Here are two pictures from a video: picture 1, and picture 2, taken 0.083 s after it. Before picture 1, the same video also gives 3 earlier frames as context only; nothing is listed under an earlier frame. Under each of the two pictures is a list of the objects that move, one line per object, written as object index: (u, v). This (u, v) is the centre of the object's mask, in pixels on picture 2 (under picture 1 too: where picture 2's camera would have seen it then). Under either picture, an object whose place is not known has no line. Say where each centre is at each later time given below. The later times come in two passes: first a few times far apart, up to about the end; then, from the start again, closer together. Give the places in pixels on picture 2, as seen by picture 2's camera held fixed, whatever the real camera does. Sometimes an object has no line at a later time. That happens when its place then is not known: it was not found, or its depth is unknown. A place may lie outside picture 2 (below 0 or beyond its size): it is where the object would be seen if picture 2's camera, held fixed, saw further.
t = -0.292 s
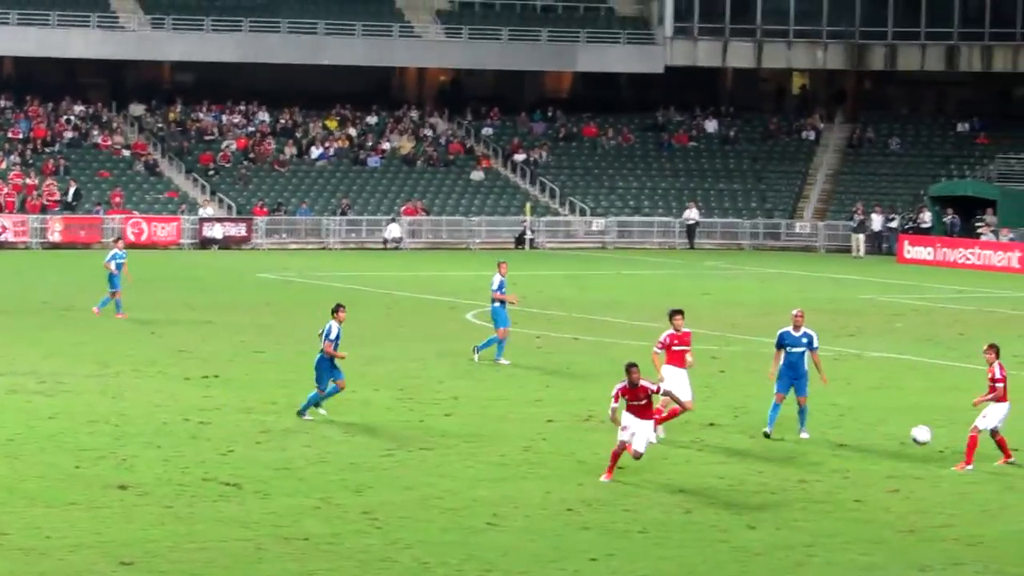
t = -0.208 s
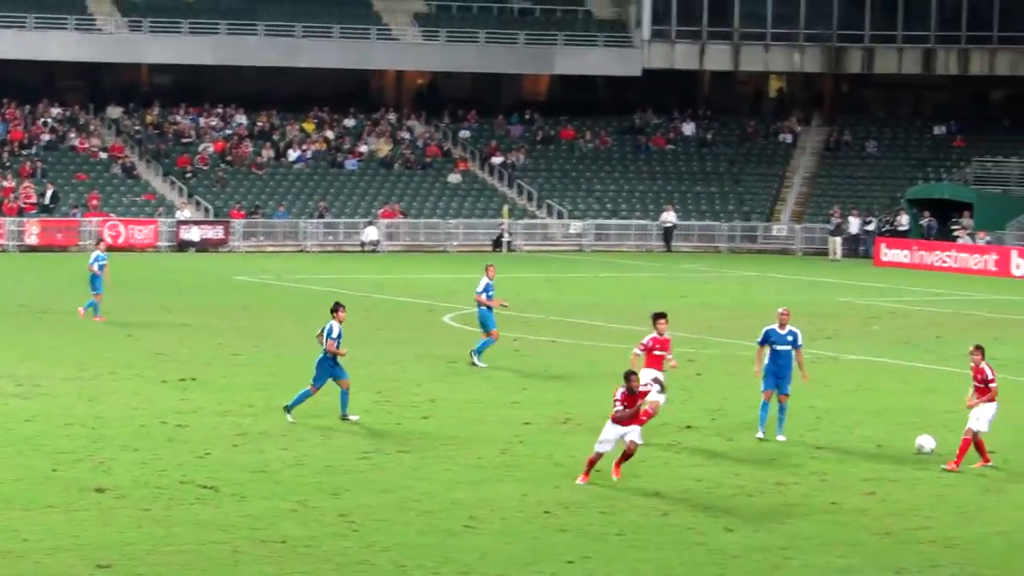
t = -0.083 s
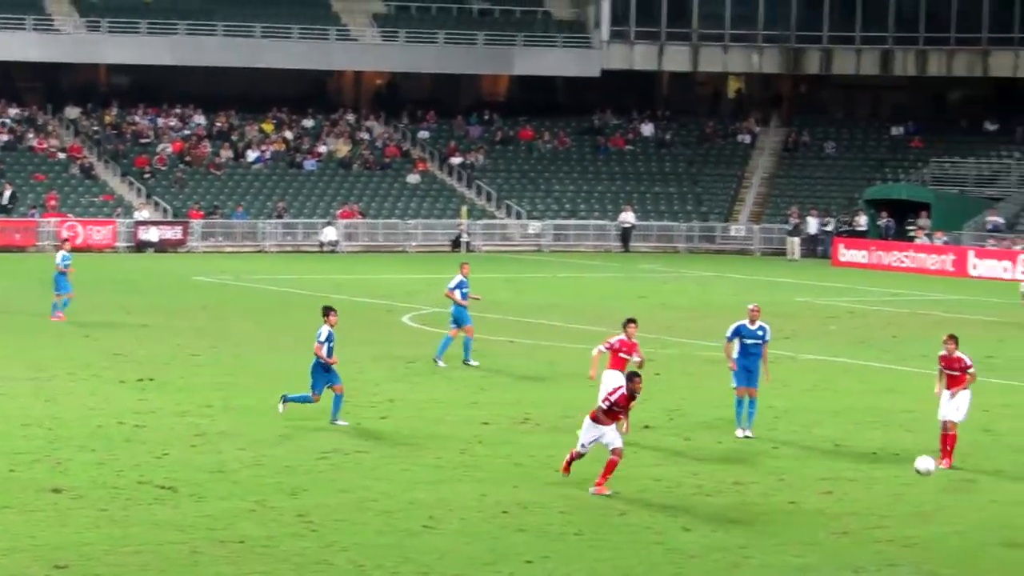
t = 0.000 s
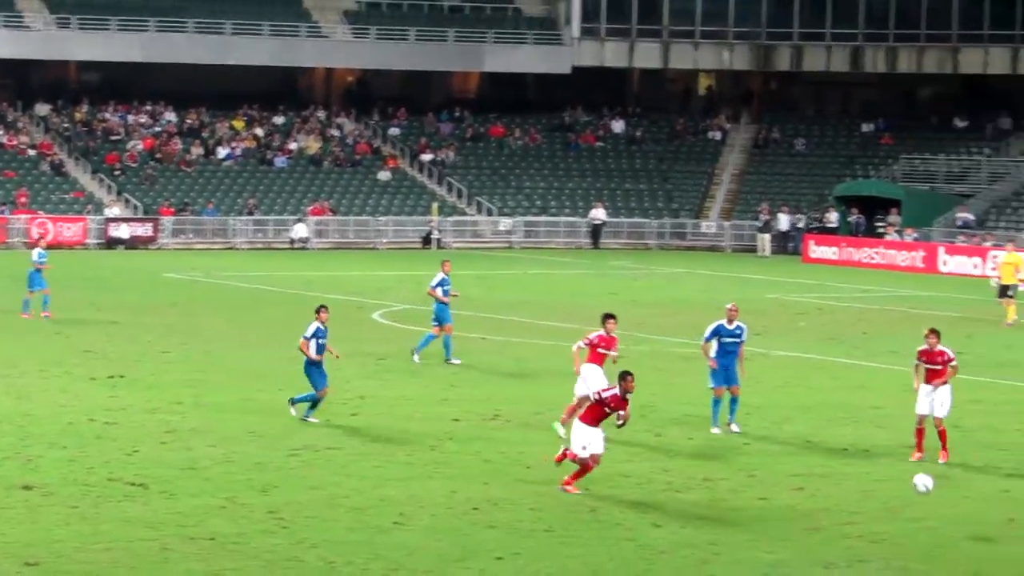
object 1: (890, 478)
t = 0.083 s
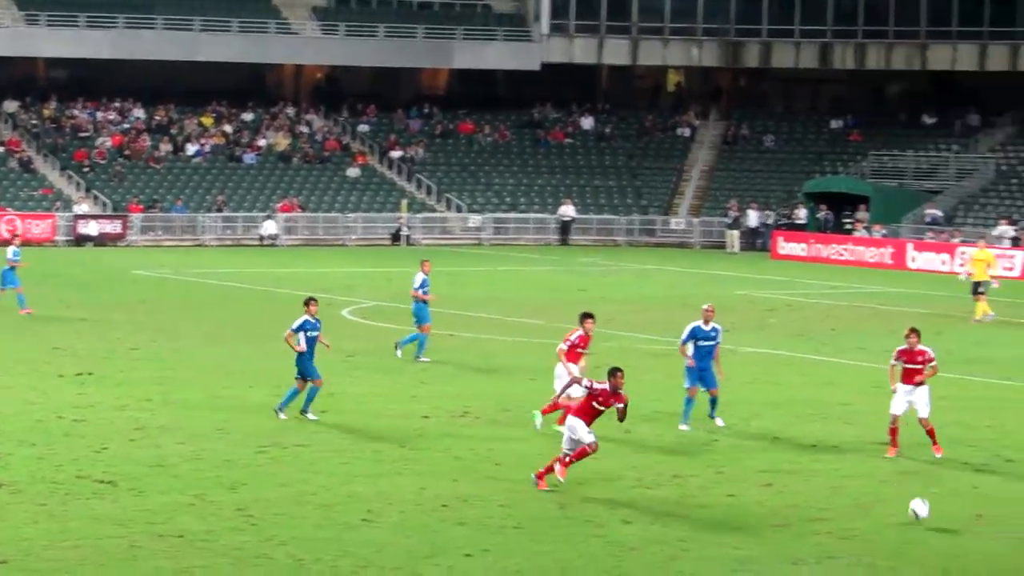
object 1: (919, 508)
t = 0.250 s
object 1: (972, 501)
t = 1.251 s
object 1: (1297, 584)
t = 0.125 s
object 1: (933, 518)
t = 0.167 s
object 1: (946, 510)
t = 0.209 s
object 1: (959, 505)
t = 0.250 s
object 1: (972, 501)
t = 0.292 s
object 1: (986, 497)
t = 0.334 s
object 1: (998, 497)
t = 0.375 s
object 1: (1013, 496)
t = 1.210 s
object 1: (1283, 583)
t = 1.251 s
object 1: (1297, 584)
